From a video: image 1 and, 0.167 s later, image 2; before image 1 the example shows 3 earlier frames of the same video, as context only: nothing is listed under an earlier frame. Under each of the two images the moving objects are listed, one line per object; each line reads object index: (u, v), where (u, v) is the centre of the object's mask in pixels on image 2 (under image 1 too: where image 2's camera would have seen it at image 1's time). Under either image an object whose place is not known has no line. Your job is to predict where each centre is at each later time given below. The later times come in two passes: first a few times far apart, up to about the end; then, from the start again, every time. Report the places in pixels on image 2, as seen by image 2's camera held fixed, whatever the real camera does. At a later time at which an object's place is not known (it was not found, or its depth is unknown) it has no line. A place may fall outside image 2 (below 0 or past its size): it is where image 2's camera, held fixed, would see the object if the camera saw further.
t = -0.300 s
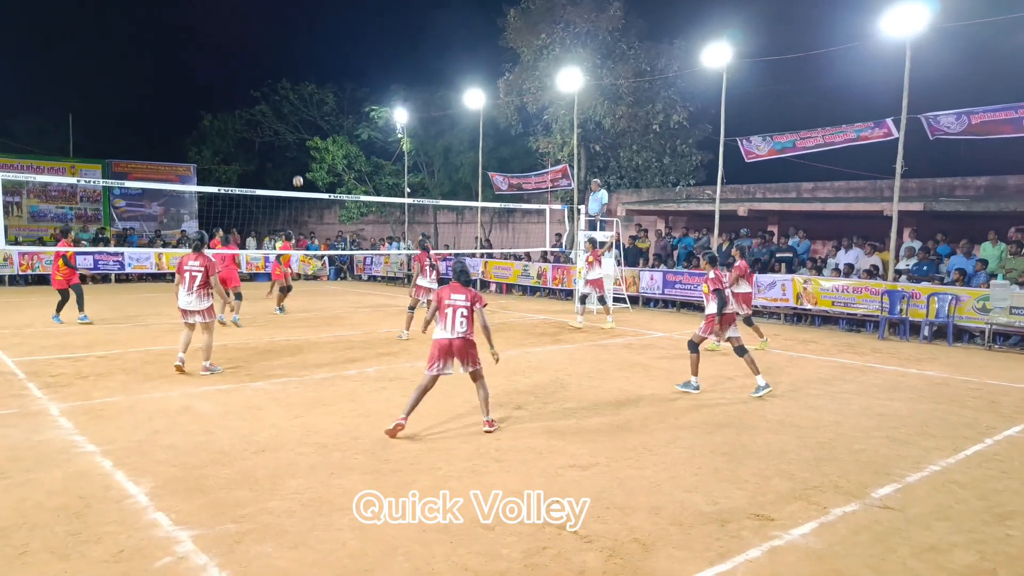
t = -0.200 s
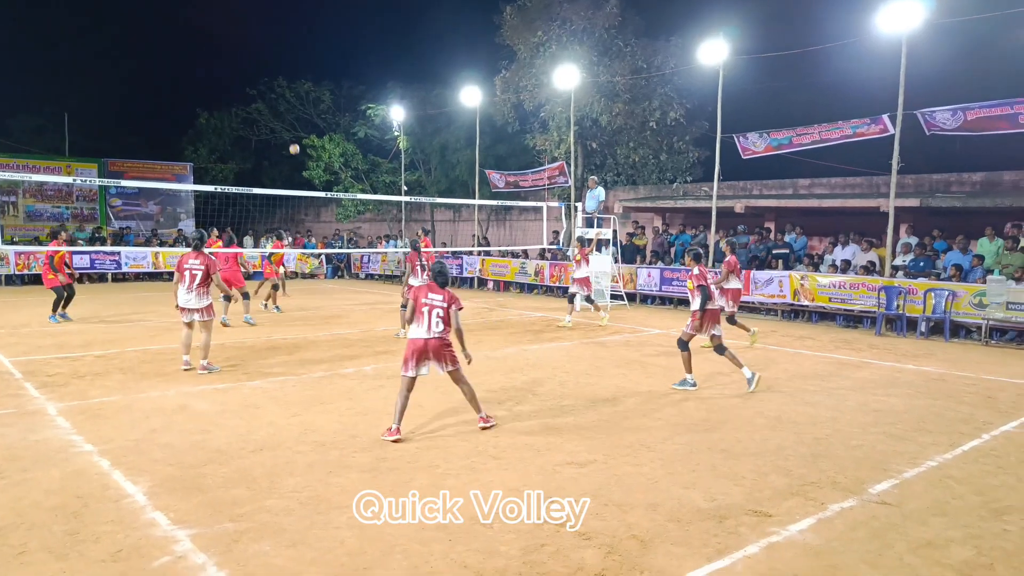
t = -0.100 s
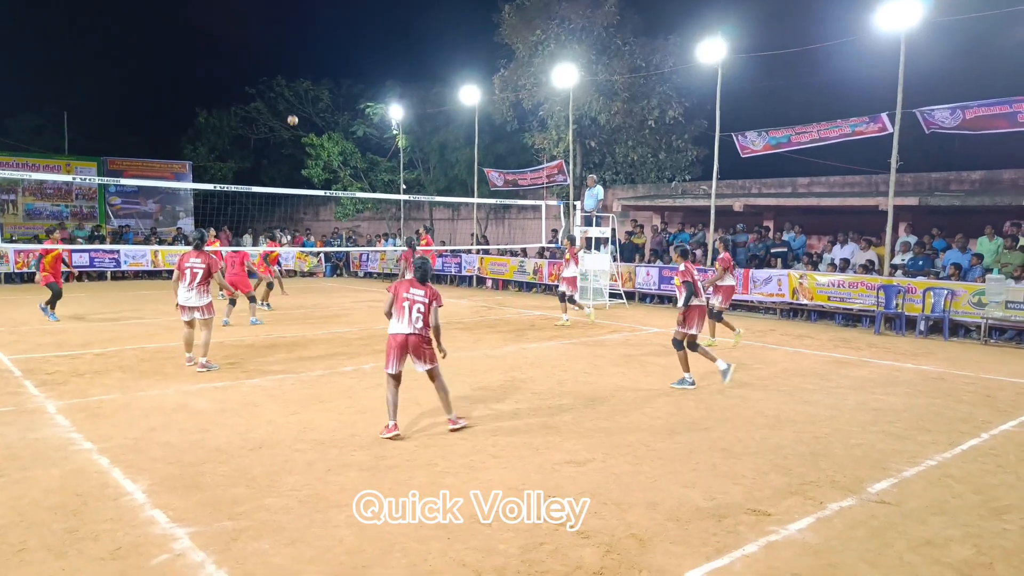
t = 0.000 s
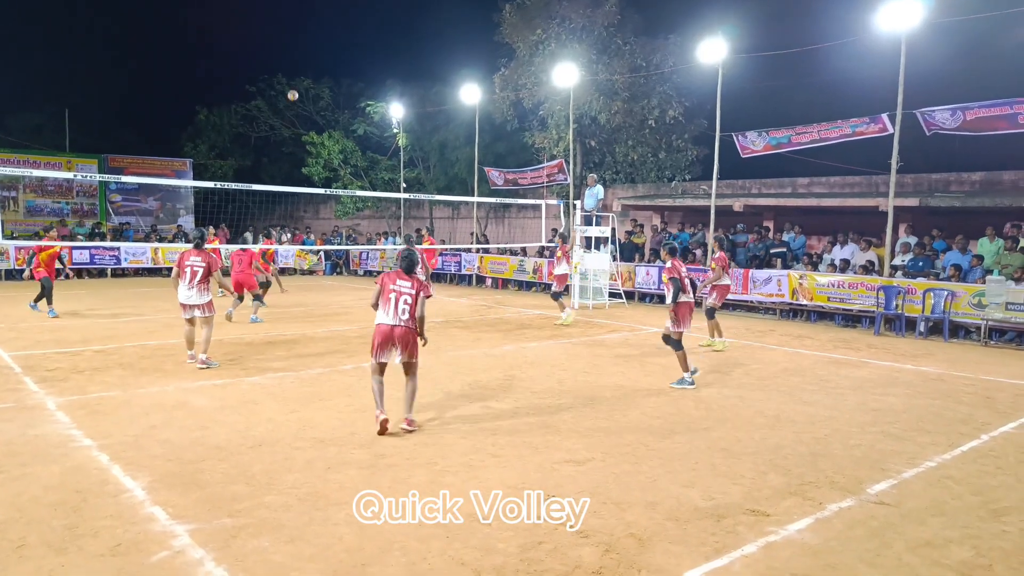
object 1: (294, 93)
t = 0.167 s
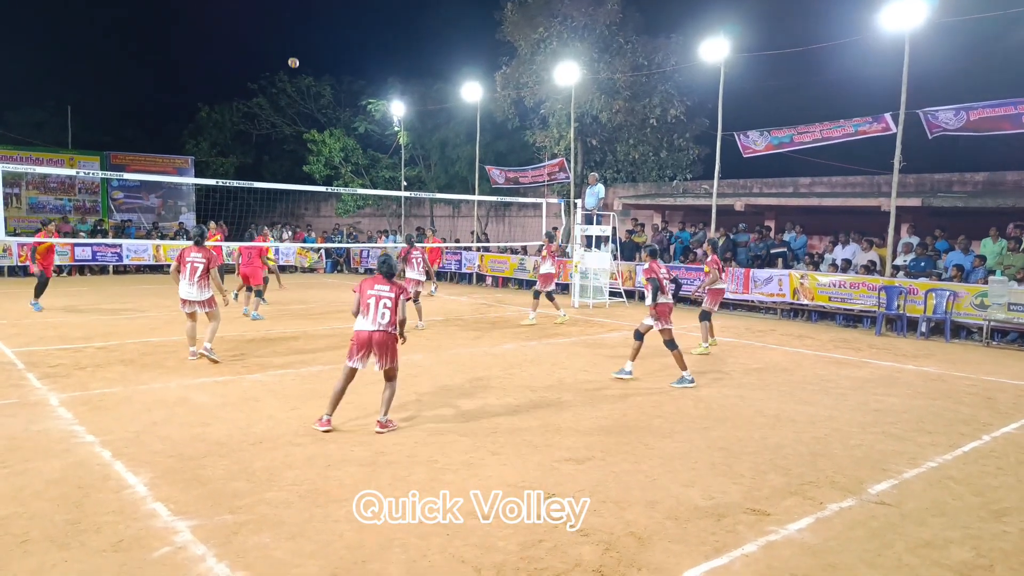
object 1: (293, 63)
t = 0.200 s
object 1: (293, 58)
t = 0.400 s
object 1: (291, 41)
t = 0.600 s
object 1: (291, 42)
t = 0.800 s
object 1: (291, 63)
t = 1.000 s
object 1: (290, 103)
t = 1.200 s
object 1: (289, 165)
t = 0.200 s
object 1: (293, 58)
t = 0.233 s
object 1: (292, 54)
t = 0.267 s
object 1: (292, 50)
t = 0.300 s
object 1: (292, 47)
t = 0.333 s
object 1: (292, 44)
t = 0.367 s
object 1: (291, 42)
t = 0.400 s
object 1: (291, 41)
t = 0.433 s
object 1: (291, 39)
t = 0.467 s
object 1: (291, 39)
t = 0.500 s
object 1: (291, 39)
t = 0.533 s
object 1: (291, 40)
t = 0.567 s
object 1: (291, 41)
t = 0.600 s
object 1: (291, 42)
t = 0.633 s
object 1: (290, 44)
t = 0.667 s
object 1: (291, 47)
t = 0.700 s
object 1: (291, 50)
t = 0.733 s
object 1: (291, 54)
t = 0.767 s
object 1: (291, 58)
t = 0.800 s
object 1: (291, 63)
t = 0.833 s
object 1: (291, 68)
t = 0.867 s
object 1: (290, 74)
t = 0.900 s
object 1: (290, 80)
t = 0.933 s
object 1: (290, 88)
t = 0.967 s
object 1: (290, 95)
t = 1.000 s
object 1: (290, 103)
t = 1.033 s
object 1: (290, 112)
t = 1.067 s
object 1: (290, 121)
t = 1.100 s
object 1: (290, 131)
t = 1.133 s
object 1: (290, 142)
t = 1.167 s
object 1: (289, 153)
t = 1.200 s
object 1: (289, 165)
